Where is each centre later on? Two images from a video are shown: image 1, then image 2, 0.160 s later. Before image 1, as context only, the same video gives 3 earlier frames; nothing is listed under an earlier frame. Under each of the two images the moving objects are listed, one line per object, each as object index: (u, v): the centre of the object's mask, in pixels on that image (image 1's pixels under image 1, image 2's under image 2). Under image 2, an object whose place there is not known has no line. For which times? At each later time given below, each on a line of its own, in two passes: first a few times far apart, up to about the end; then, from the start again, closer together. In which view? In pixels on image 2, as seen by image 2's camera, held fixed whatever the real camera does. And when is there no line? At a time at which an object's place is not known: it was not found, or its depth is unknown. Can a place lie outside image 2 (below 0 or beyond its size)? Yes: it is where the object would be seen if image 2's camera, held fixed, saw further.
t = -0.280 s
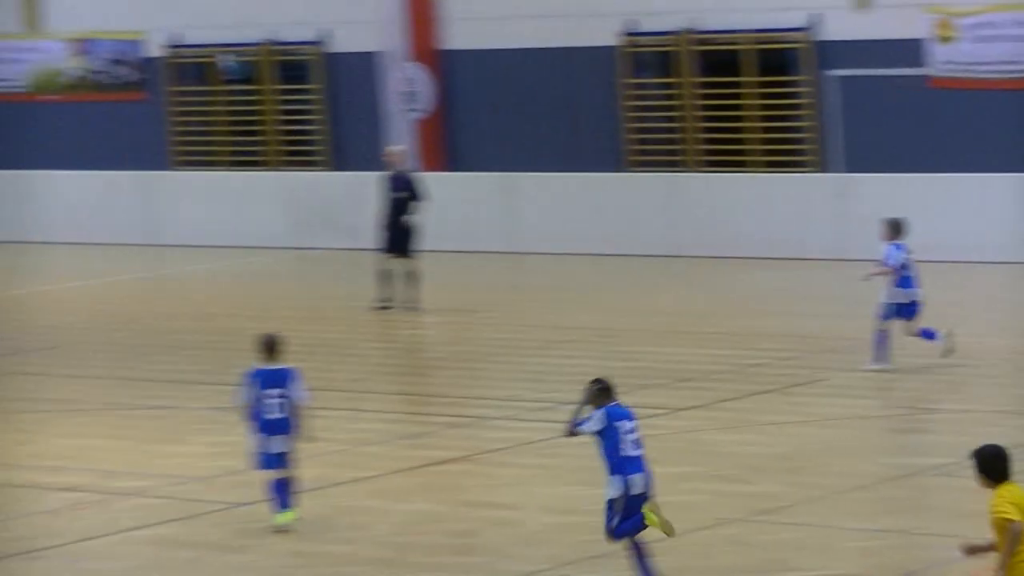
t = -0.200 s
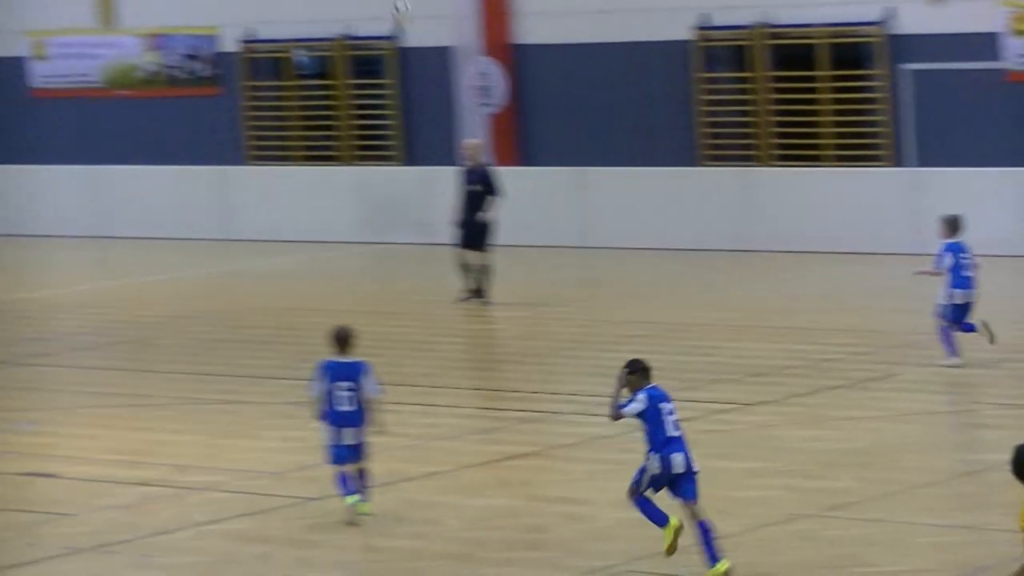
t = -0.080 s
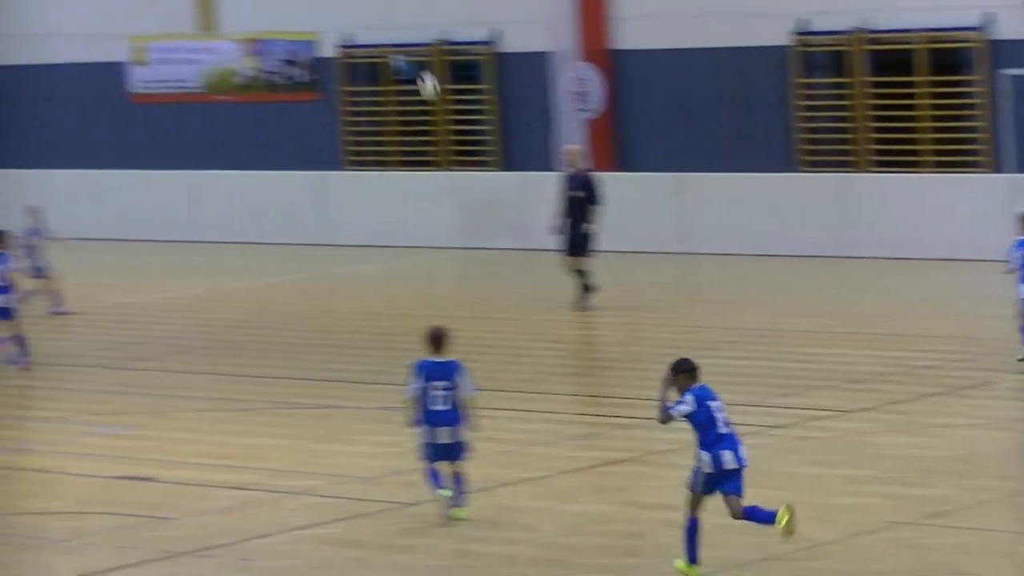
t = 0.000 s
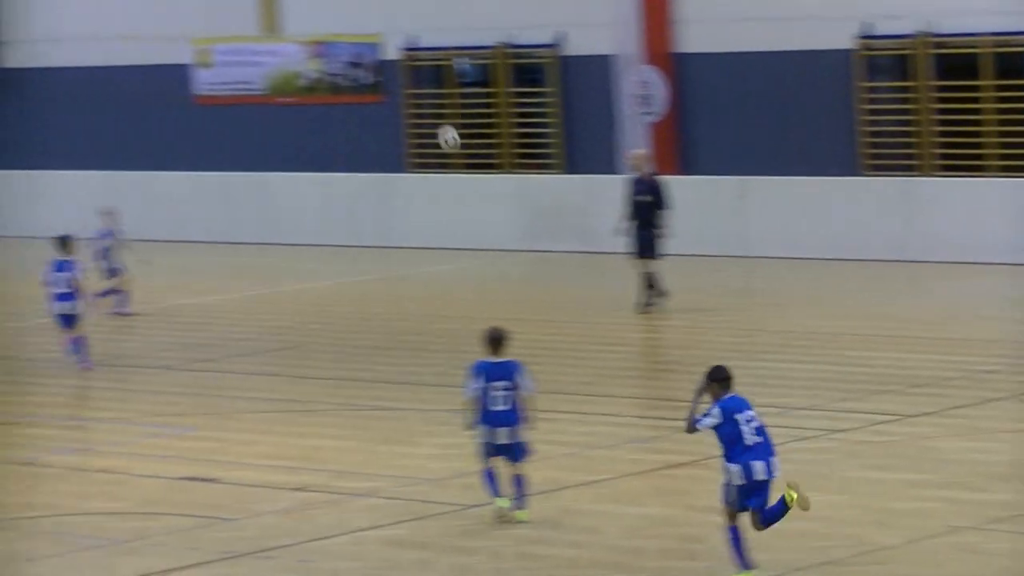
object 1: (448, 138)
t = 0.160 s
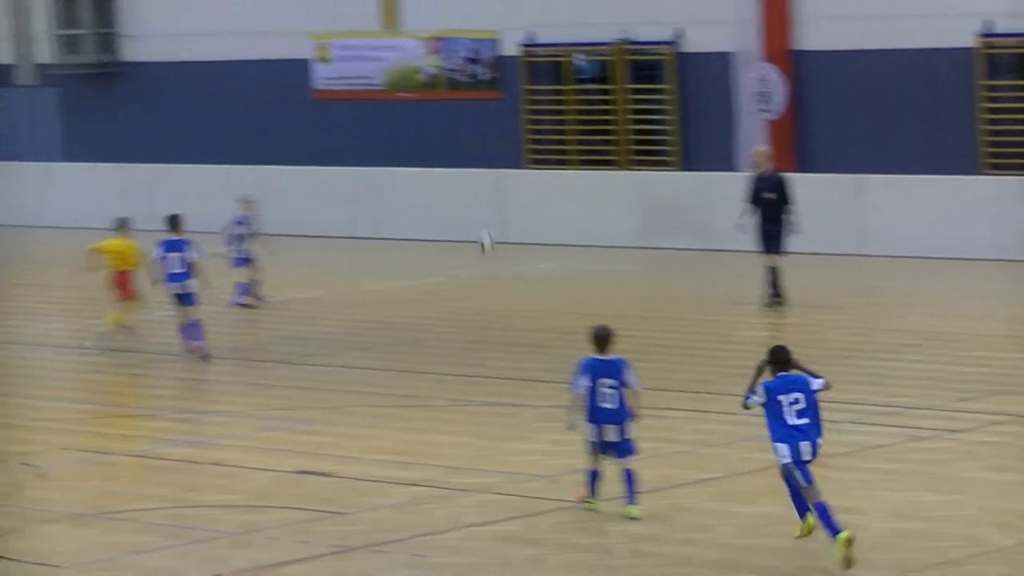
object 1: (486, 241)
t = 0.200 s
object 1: (468, 273)
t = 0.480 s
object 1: (392, 193)
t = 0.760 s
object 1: (336, 105)
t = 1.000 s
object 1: (297, 87)
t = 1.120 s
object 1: (283, 96)
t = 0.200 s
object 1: (468, 273)
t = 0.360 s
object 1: (417, 256)
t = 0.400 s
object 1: (410, 233)
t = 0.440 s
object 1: (402, 212)
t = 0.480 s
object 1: (392, 193)
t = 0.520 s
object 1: (385, 175)
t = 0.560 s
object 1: (377, 158)
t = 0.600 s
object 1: (368, 145)
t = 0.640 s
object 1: (360, 133)
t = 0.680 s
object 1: (352, 123)
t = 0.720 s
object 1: (343, 113)
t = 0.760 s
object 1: (336, 105)
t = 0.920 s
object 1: (308, 88)
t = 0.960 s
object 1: (301, 87)
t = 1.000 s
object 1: (297, 87)
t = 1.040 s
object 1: (291, 88)
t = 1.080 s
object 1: (288, 92)
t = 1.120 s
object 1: (283, 96)
